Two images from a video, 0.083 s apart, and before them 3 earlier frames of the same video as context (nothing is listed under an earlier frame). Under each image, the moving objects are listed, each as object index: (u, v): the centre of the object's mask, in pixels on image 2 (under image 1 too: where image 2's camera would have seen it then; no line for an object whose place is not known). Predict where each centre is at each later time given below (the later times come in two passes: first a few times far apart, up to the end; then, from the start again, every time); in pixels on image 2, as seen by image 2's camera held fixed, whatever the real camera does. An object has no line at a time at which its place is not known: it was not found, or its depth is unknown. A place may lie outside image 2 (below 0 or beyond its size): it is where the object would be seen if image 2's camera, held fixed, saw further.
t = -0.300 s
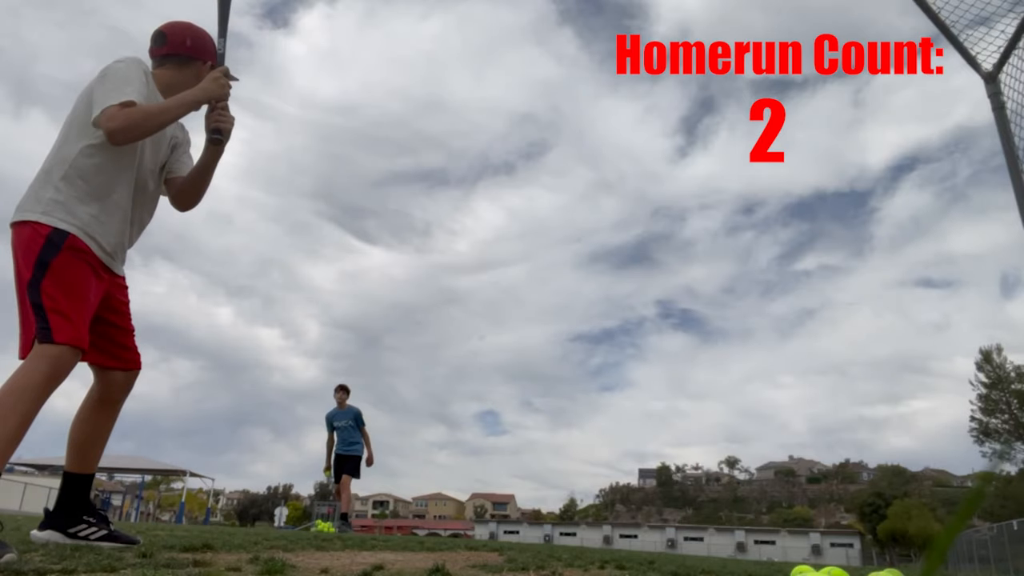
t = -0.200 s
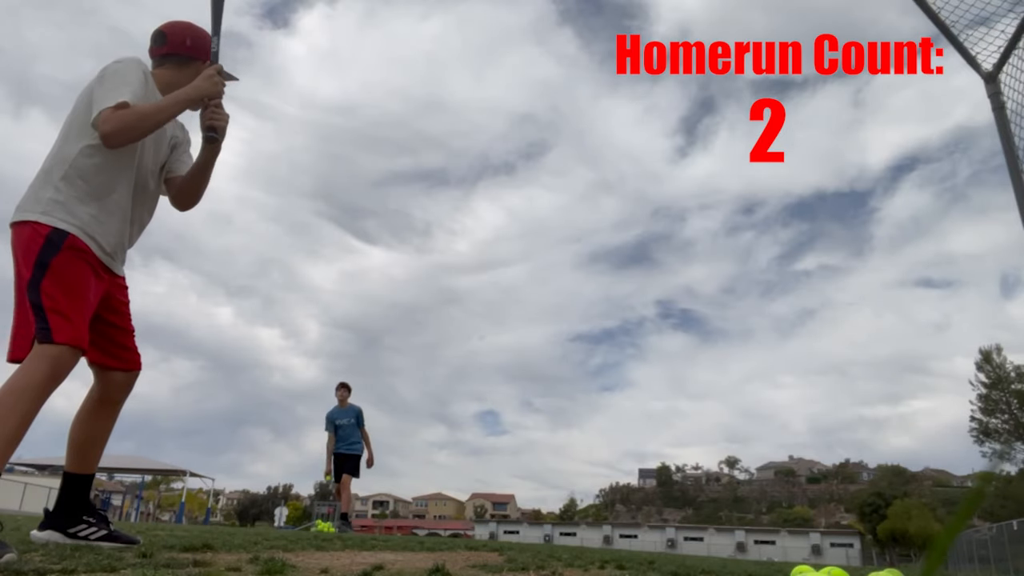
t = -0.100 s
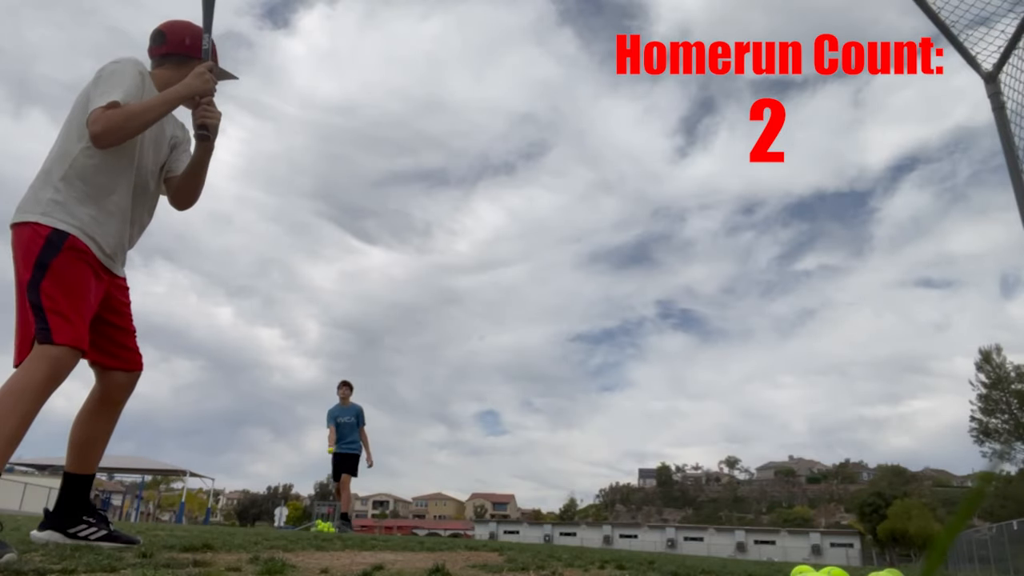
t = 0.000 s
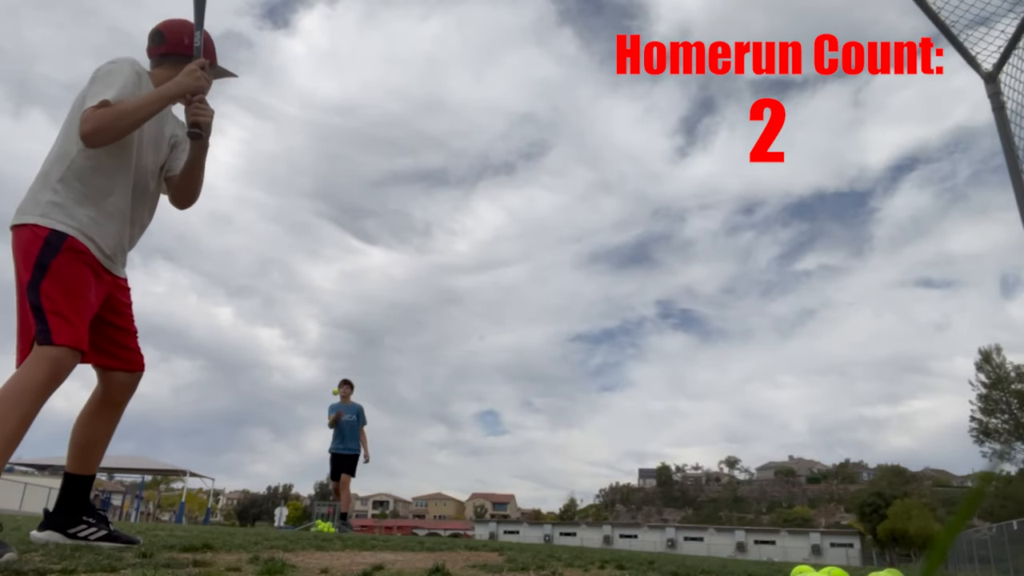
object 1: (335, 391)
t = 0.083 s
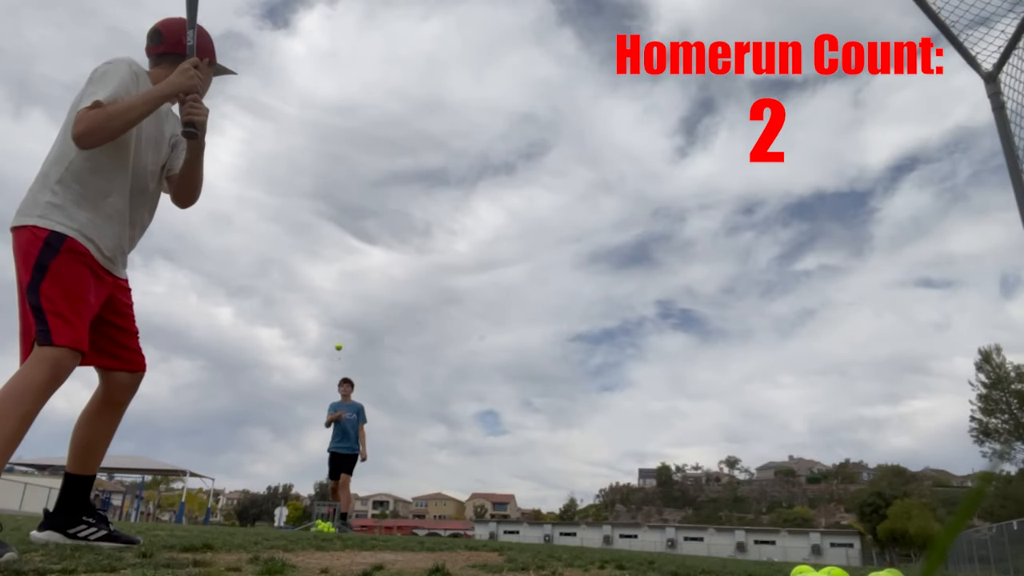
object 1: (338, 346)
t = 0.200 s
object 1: (343, 289)
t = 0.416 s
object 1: (350, 202)
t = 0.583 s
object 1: (355, 156)
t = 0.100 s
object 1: (339, 338)
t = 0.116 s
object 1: (340, 329)
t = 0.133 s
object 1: (340, 321)
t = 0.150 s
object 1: (341, 313)
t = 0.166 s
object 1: (341, 305)
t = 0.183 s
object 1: (342, 297)
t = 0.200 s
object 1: (343, 289)
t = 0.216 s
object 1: (343, 282)
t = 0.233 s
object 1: (344, 274)
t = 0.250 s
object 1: (344, 267)
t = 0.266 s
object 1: (345, 260)
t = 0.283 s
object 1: (345, 253)
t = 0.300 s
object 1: (346, 246)
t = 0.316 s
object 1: (347, 240)
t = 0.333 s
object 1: (347, 233)
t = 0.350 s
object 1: (348, 226)
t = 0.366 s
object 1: (348, 220)
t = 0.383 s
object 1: (348, 213)
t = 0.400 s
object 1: (349, 208)
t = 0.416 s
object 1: (350, 202)
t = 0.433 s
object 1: (351, 197)
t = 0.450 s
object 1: (351, 191)
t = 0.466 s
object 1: (352, 186)
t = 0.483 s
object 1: (352, 181)
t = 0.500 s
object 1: (353, 177)
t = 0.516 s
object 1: (353, 172)
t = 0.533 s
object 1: (353, 168)
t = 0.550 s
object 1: (354, 164)
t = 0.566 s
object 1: (354, 160)
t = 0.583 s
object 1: (355, 156)
